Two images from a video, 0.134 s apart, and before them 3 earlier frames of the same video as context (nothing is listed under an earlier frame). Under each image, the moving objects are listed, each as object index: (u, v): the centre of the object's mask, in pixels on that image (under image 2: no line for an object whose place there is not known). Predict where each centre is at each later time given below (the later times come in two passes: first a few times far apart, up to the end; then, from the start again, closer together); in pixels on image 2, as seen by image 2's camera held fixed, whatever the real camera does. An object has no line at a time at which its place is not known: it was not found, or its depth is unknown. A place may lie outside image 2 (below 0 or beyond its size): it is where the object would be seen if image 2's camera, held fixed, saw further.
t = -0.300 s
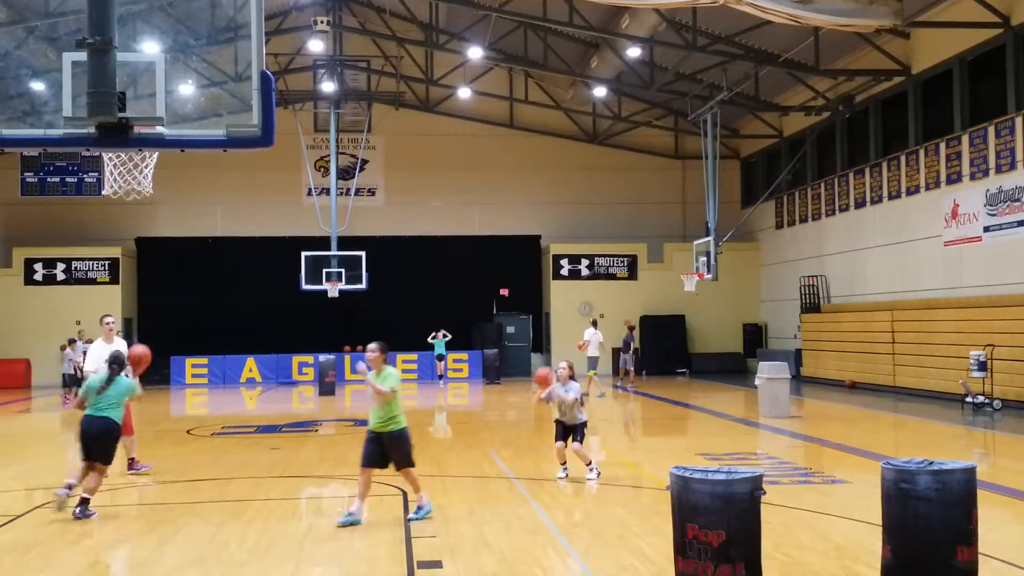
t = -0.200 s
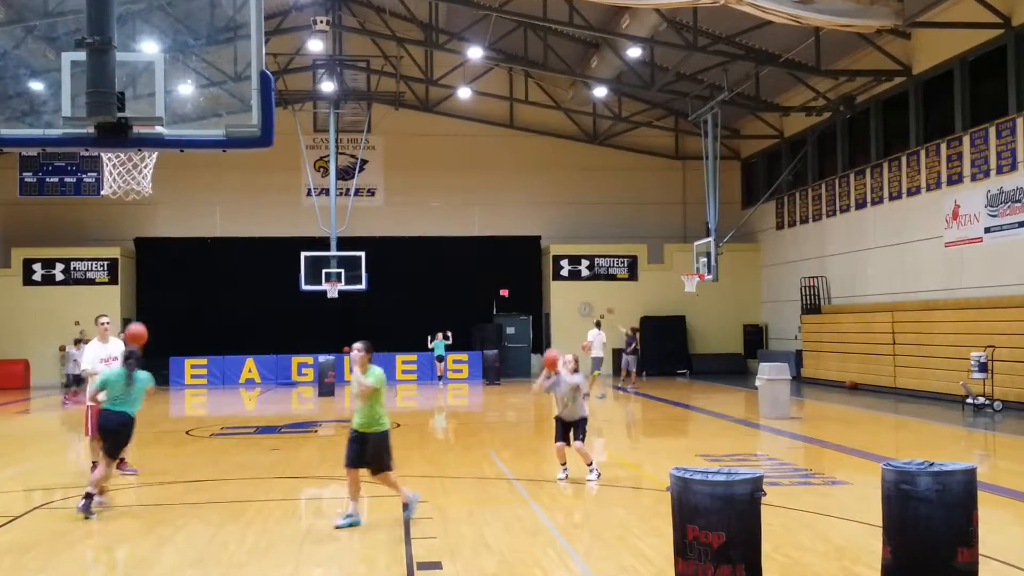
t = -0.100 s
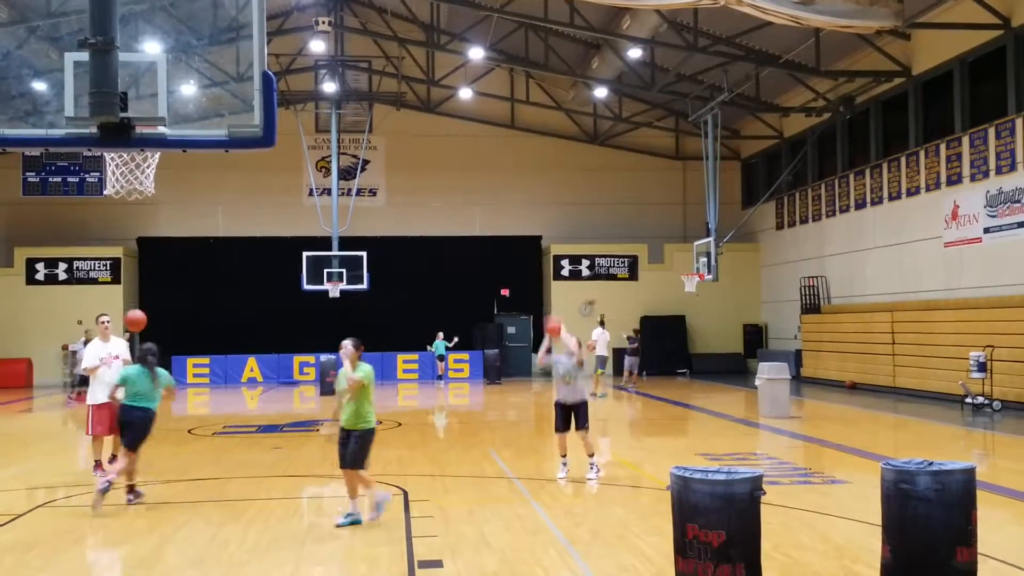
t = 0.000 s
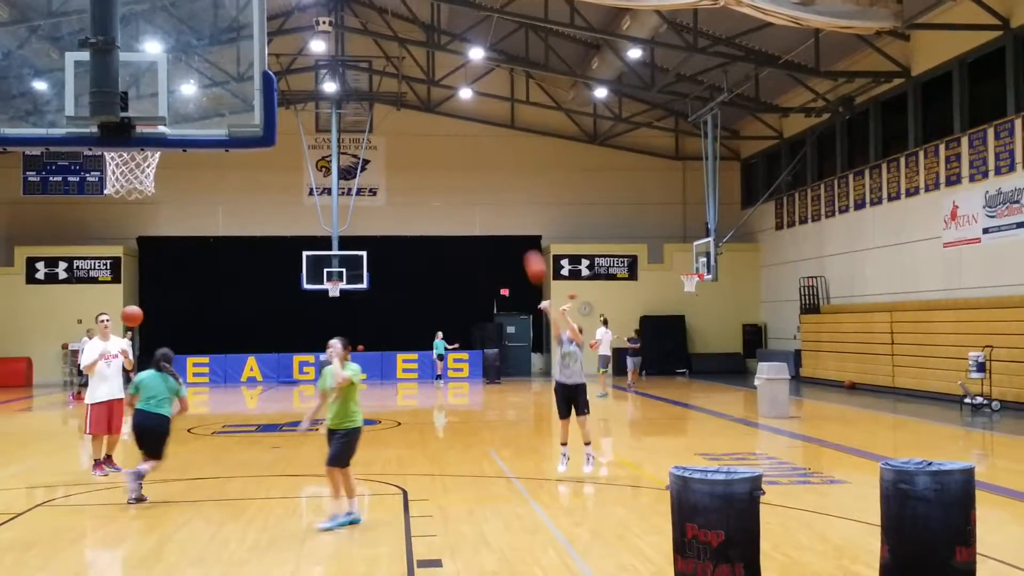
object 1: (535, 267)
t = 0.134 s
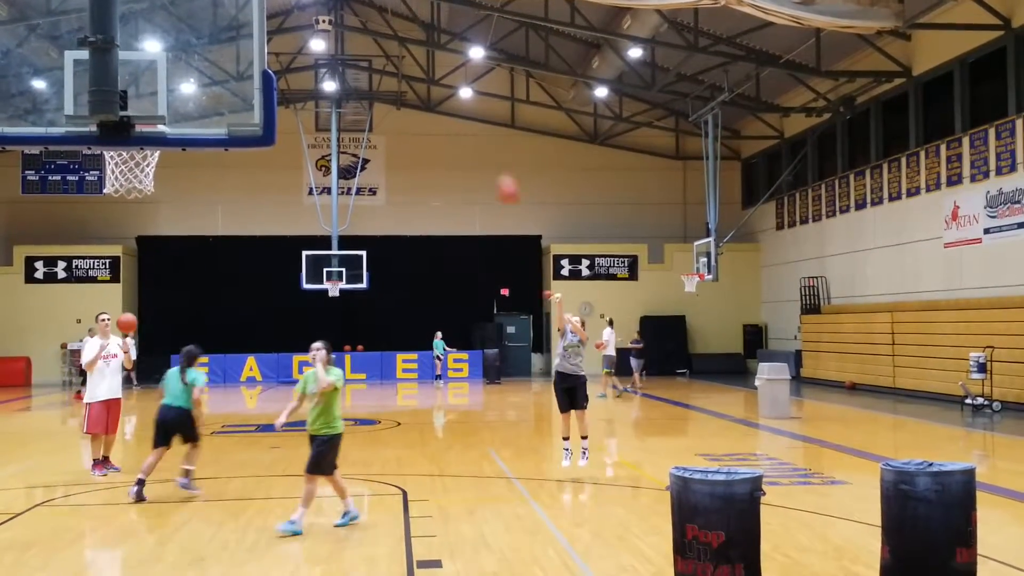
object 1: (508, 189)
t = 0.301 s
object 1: (470, 110)
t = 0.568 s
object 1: (401, 22)
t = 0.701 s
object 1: (361, 8)
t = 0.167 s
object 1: (501, 172)
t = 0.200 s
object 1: (493, 155)
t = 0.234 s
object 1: (486, 140)
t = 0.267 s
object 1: (477, 123)
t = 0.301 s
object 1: (470, 110)
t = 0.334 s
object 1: (463, 97)
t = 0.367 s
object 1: (453, 82)
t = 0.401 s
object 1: (447, 71)
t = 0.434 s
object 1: (437, 58)
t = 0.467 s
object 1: (428, 49)
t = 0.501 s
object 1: (419, 39)
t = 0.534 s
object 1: (410, 31)
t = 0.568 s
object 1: (401, 22)
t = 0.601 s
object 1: (391, 15)
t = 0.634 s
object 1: (382, 11)
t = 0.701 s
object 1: (361, 8)
